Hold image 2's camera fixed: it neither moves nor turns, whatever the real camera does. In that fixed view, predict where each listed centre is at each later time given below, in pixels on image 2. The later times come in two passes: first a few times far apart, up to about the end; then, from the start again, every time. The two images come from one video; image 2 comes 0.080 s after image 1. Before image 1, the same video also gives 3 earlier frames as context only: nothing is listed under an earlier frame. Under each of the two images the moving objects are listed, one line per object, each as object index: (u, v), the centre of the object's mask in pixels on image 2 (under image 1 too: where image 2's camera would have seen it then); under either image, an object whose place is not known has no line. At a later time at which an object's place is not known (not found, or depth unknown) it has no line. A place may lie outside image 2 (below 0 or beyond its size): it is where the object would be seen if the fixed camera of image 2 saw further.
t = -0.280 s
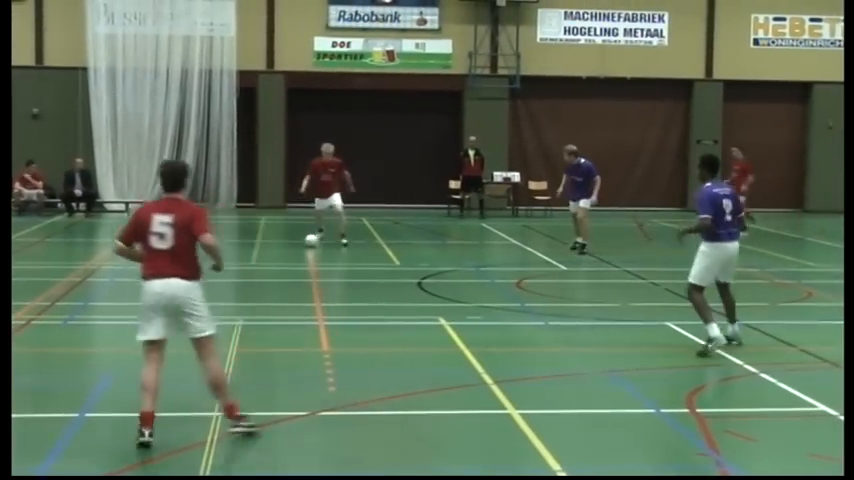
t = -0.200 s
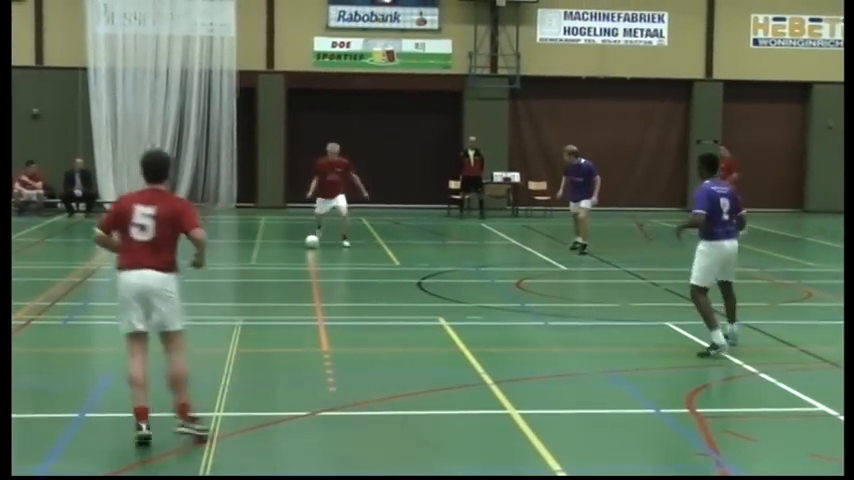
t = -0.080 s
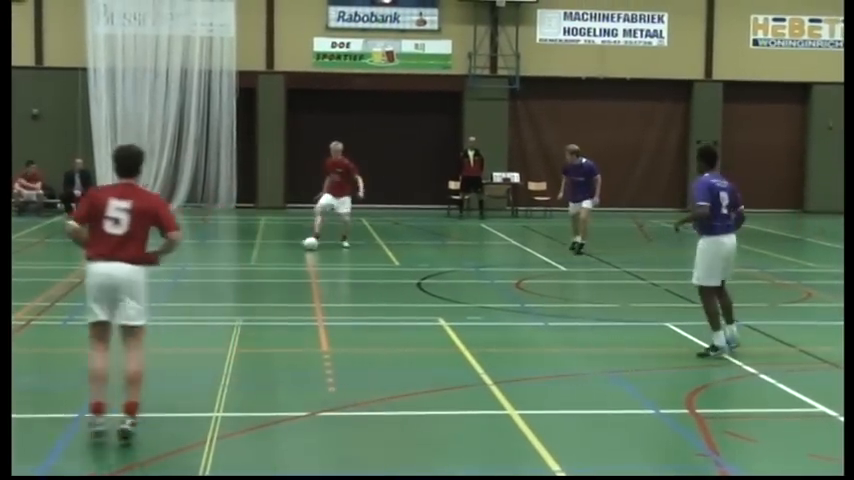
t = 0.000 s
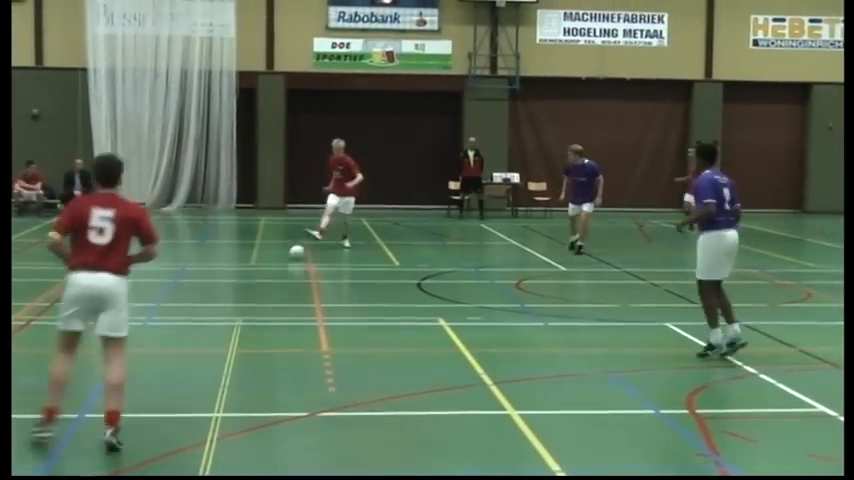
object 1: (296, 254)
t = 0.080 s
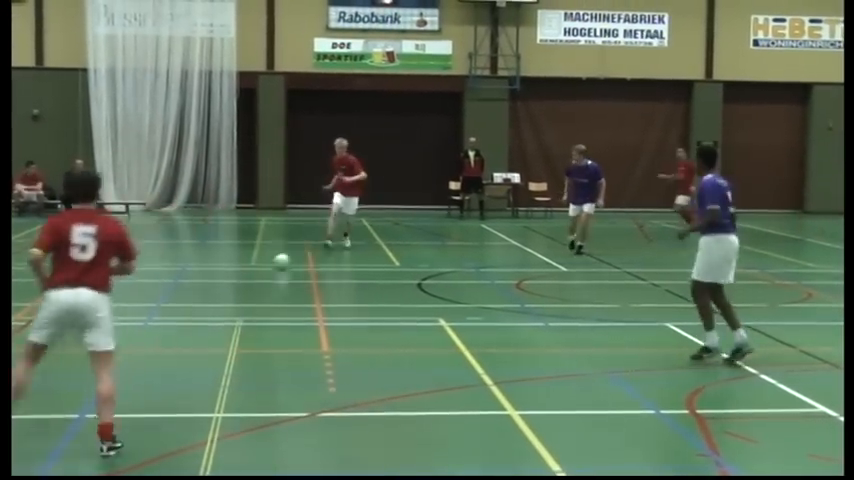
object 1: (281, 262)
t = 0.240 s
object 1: (246, 281)
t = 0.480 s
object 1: (183, 318)
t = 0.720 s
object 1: (101, 367)
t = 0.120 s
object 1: (273, 266)
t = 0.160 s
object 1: (264, 270)
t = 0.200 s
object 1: (256, 277)
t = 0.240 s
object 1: (246, 281)
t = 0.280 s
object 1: (237, 287)
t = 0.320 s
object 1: (227, 293)
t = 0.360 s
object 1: (216, 299)
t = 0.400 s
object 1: (206, 306)
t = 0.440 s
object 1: (195, 311)
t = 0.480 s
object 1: (183, 318)
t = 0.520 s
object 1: (170, 324)
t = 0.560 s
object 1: (157, 332)
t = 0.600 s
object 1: (144, 341)
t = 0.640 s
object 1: (130, 349)
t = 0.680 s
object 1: (115, 358)
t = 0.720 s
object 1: (101, 367)
